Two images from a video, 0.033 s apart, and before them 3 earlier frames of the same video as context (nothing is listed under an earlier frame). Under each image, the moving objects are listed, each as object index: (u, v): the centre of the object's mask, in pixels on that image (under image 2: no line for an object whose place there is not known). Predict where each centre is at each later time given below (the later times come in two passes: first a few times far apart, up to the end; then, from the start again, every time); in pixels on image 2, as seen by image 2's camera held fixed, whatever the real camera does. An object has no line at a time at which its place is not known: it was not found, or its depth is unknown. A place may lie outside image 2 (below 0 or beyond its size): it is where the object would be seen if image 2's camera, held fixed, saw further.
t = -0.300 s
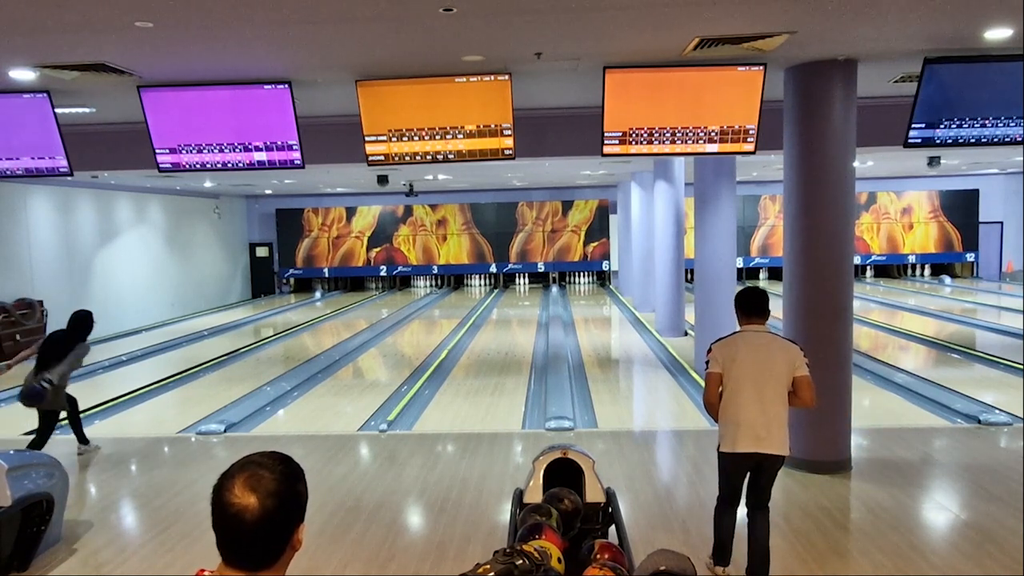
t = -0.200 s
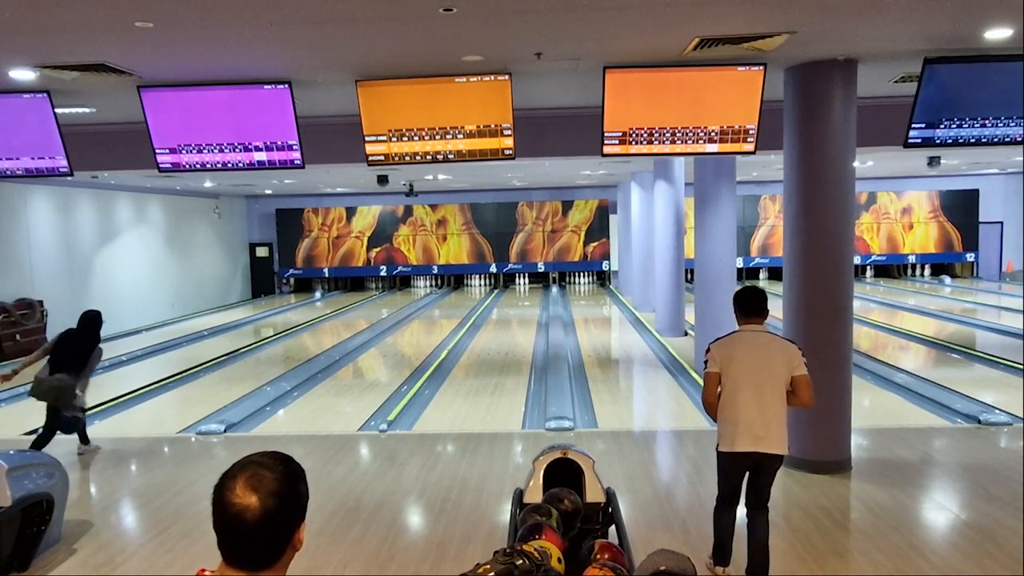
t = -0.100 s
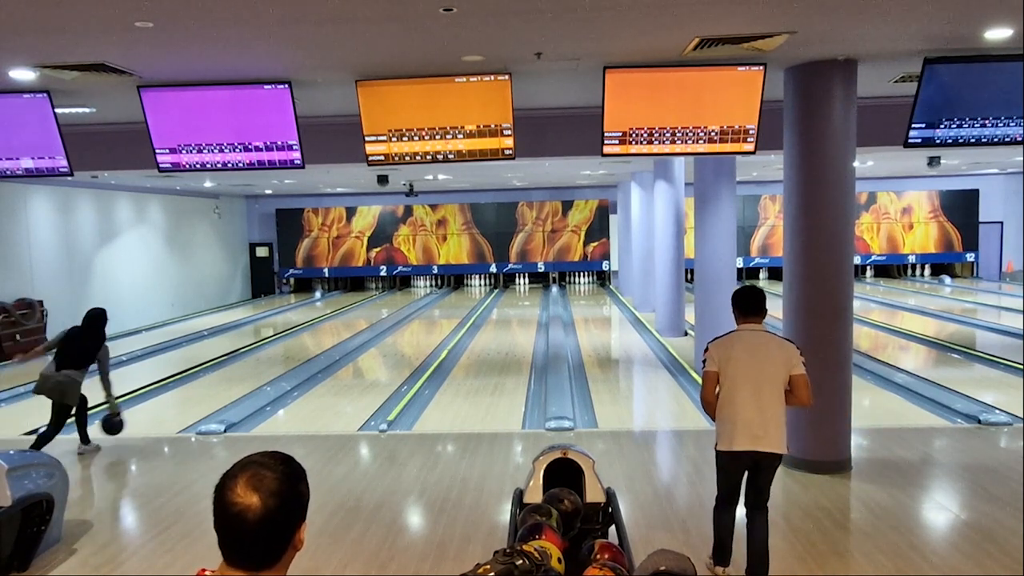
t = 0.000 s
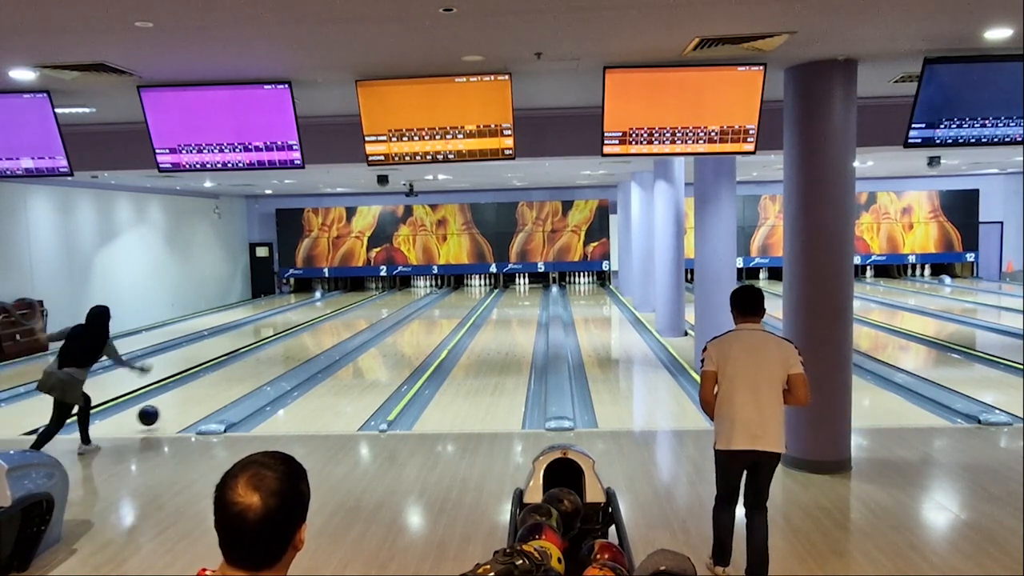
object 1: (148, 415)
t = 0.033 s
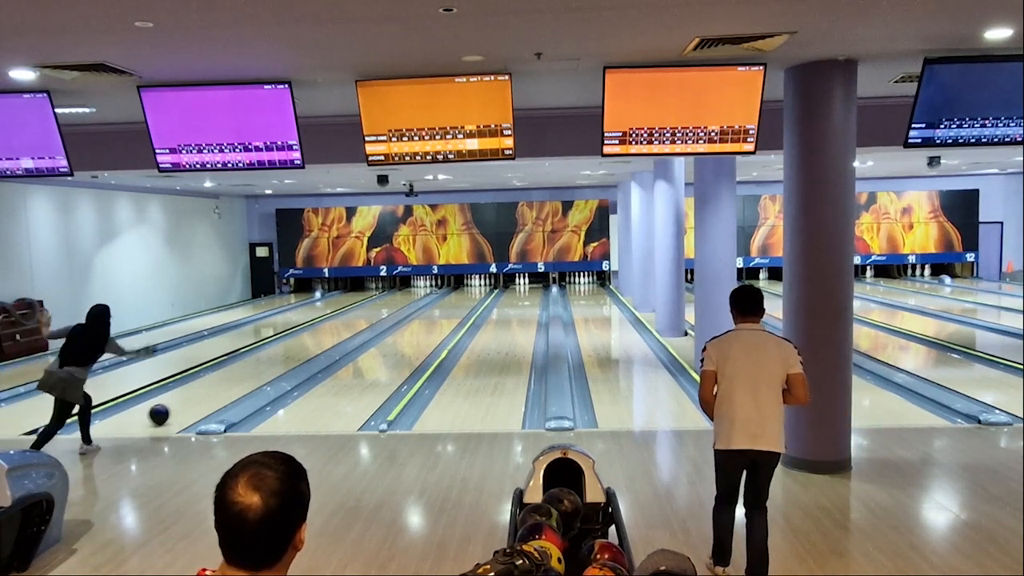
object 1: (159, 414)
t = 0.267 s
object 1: (219, 385)
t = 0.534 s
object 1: (268, 362)
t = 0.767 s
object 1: (300, 346)
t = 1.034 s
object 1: (329, 332)
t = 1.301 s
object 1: (351, 321)
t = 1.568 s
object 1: (369, 313)
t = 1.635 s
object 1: (373, 311)
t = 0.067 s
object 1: (169, 409)
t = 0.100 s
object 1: (178, 405)
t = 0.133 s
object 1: (187, 401)
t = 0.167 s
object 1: (196, 397)
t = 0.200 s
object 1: (204, 393)
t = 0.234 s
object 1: (212, 389)
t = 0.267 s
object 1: (219, 385)
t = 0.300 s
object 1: (226, 382)
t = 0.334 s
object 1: (233, 379)
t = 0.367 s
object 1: (239, 376)
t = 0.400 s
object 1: (246, 373)
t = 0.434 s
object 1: (252, 370)
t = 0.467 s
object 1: (258, 367)
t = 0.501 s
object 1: (263, 364)
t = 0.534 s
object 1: (268, 362)
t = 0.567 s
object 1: (273, 359)
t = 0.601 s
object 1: (278, 357)
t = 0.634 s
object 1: (283, 355)
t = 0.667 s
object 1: (288, 352)
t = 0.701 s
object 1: (292, 350)
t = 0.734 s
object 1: (296, 348)
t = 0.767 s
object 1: (300, 346)
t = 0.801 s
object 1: (304, 344)
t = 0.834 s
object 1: (308, 342)
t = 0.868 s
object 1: (312, 341)
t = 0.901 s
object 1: (315, 339)
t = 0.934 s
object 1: (319, 337)
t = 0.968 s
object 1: (322, 336)
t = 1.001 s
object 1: (326, 334)
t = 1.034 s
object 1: (329, 332)
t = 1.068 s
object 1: (332, 331)
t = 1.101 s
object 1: (335, 329)
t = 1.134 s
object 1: (338, 328)
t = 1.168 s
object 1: (340, 327)
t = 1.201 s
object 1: (343, 325)
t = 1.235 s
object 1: (346, 324)
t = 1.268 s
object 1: (348, 323)
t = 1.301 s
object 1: (351, 321)
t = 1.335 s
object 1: (353, 320)
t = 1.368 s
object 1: (356, 319)
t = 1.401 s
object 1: (358, 318)
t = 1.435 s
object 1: (360, 317)
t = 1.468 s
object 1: (363, 316)
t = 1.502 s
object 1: (365, 315)
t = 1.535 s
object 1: (367, 314)
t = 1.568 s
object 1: (369, 313)
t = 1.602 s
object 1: (371, 312)
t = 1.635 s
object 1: (373, 311)
